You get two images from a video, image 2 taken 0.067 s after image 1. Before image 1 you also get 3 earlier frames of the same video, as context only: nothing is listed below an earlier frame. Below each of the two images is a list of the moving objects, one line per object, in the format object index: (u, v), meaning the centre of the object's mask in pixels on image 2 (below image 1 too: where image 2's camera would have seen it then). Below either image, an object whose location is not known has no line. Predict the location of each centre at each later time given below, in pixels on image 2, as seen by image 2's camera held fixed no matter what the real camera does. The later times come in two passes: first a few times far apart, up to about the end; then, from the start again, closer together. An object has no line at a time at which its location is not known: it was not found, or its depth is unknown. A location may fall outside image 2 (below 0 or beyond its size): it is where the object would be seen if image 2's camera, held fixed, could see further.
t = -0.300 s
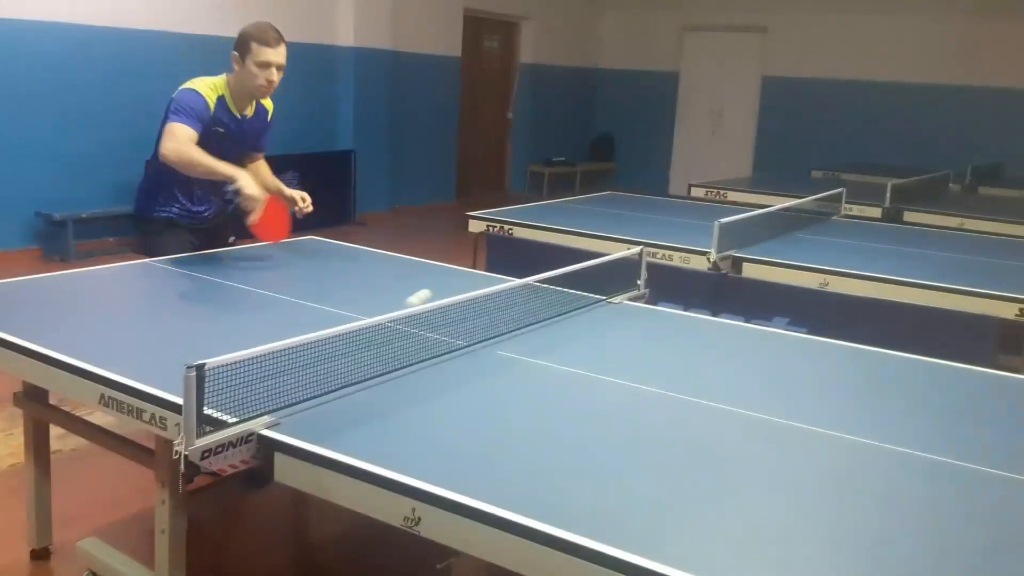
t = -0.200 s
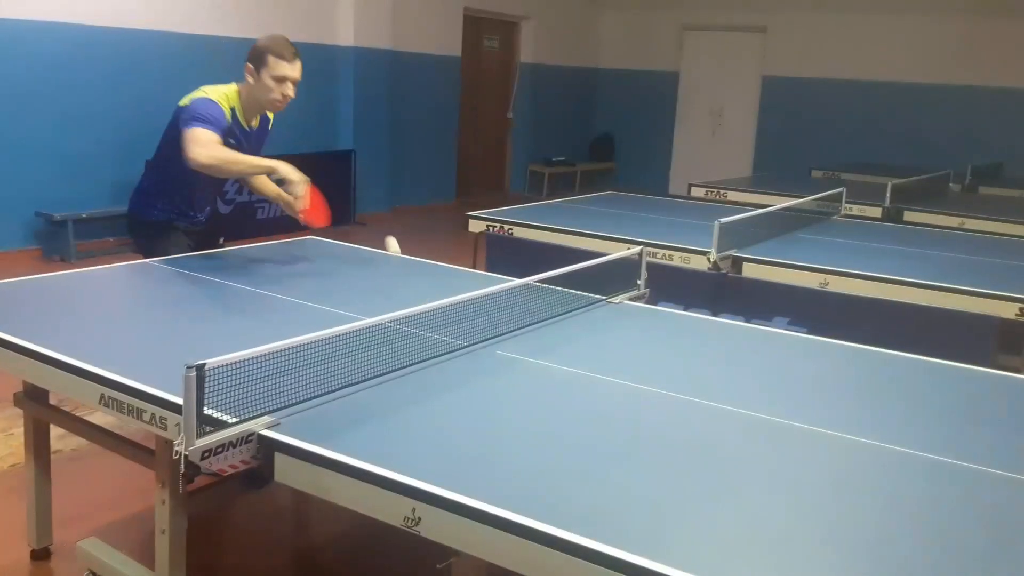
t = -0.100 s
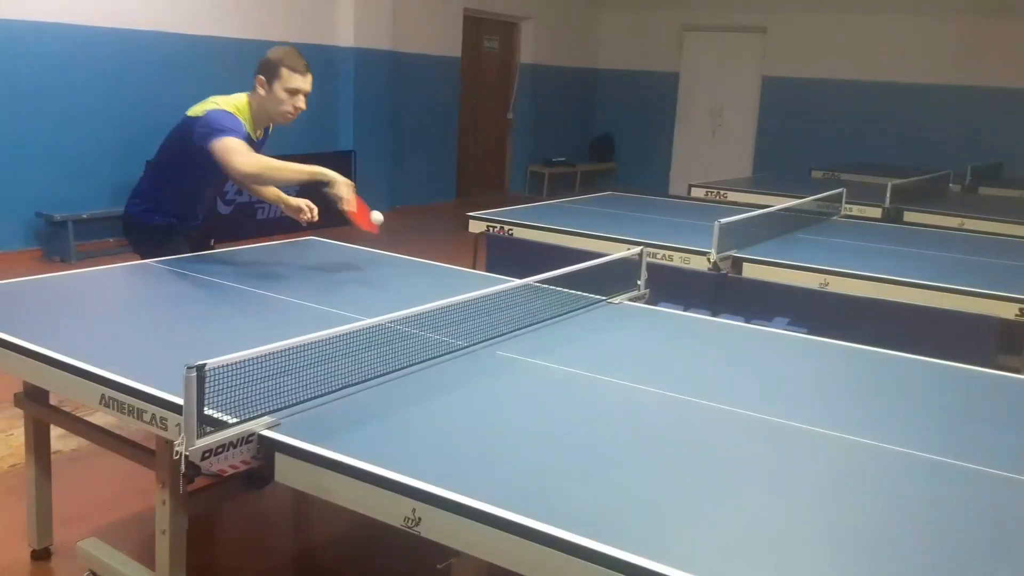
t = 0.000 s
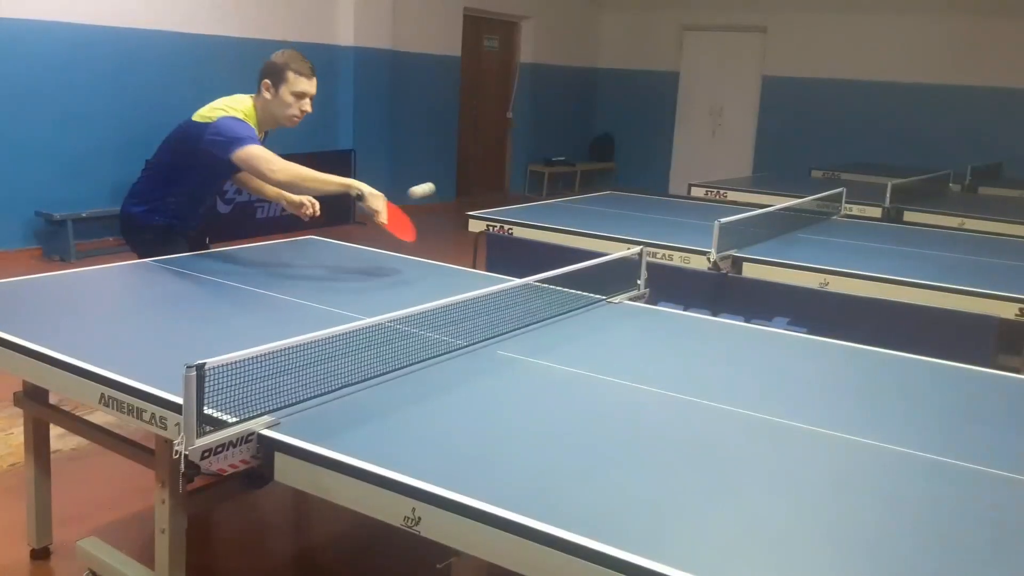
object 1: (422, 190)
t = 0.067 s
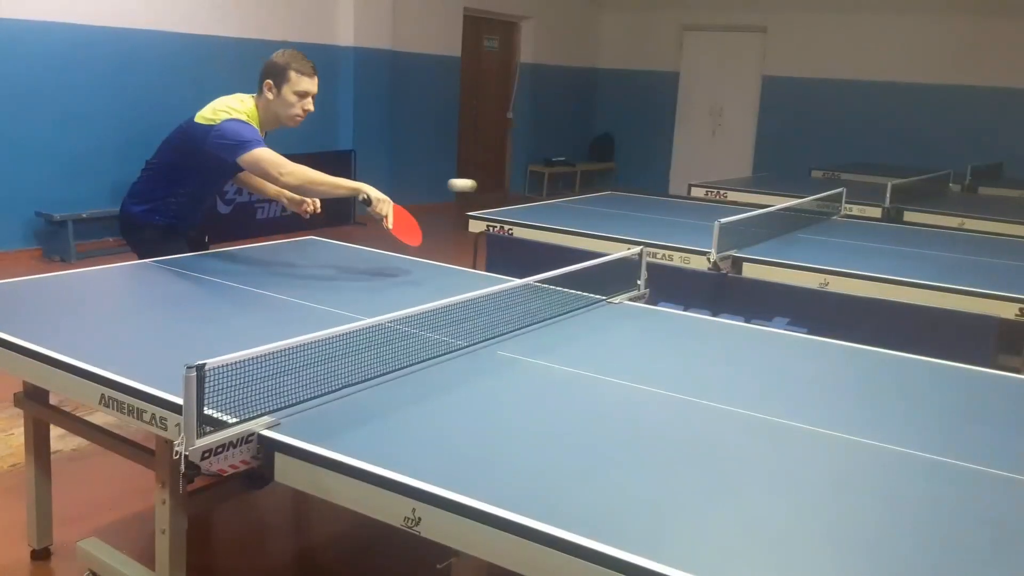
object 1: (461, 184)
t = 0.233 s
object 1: (565, 227)
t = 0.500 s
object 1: (736, 267)
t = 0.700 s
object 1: (845, 286)
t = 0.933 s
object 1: (942, 301)
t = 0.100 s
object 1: (482, 186)
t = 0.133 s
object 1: (502, 192)
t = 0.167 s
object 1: (524, 200)
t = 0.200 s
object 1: (546, 214)
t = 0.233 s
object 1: (565, 227)
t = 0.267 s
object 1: (588, 249)
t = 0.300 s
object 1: (613, 276)
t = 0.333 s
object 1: (635, 302)
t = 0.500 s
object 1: (736, 267)
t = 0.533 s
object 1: (756, 258)
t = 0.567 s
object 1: (775, 256)
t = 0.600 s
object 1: (793, 257)
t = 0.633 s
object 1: (810, 262)
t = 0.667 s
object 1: (828, 270)
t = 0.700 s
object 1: (845, 286)
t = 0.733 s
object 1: (862, 305)
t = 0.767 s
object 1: (878, 327)
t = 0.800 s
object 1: (893, 353)
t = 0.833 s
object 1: (908, 350)
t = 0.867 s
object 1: (920, 331)
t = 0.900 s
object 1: (931, 315)
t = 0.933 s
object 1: (942, 301)
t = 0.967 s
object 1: (953, 289)
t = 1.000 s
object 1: (962, 287)
